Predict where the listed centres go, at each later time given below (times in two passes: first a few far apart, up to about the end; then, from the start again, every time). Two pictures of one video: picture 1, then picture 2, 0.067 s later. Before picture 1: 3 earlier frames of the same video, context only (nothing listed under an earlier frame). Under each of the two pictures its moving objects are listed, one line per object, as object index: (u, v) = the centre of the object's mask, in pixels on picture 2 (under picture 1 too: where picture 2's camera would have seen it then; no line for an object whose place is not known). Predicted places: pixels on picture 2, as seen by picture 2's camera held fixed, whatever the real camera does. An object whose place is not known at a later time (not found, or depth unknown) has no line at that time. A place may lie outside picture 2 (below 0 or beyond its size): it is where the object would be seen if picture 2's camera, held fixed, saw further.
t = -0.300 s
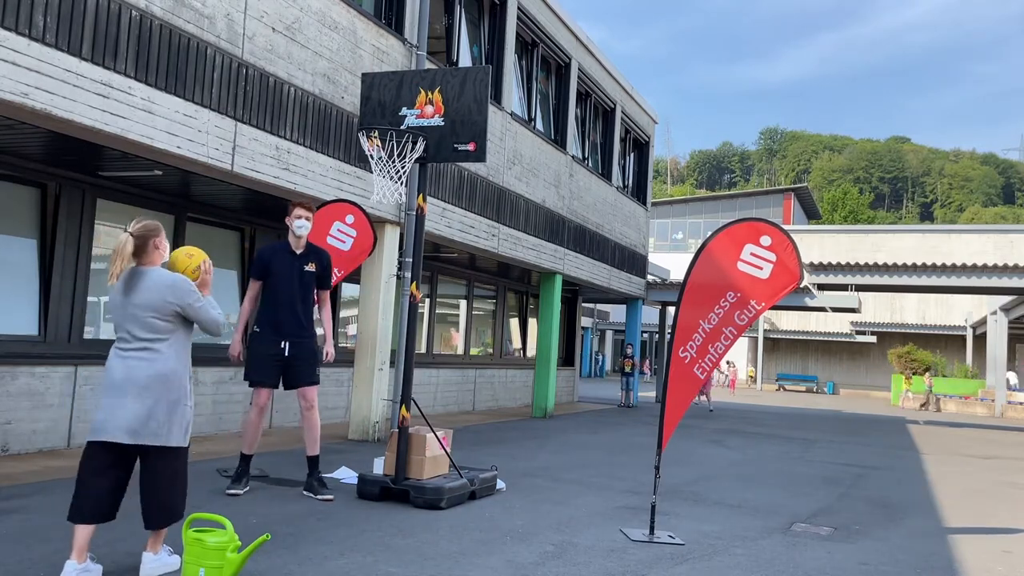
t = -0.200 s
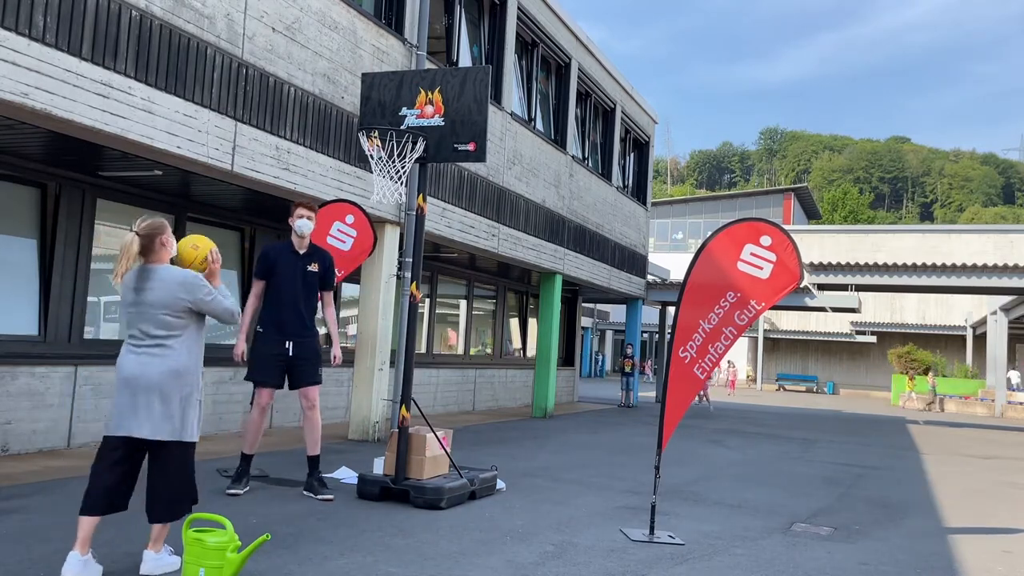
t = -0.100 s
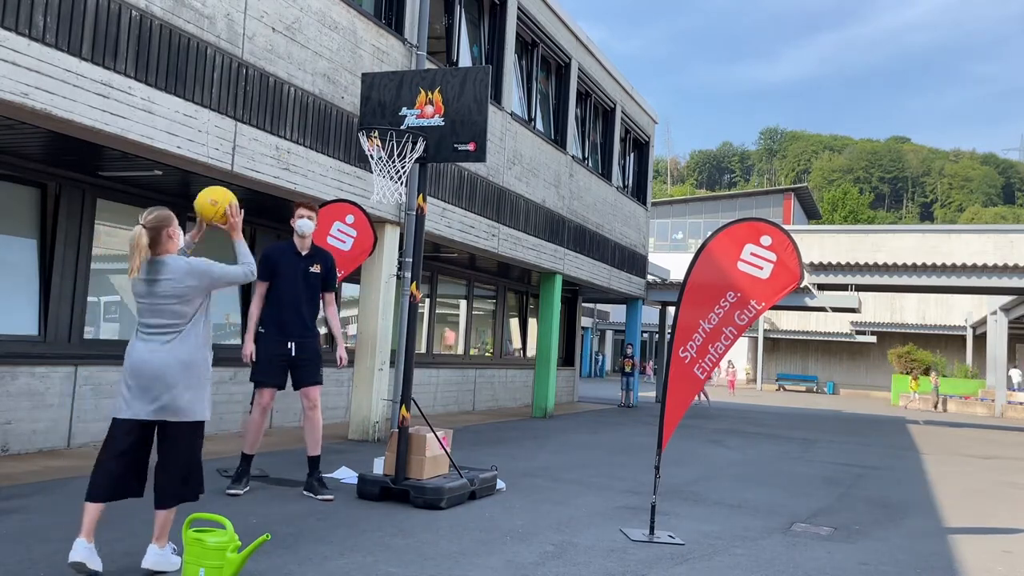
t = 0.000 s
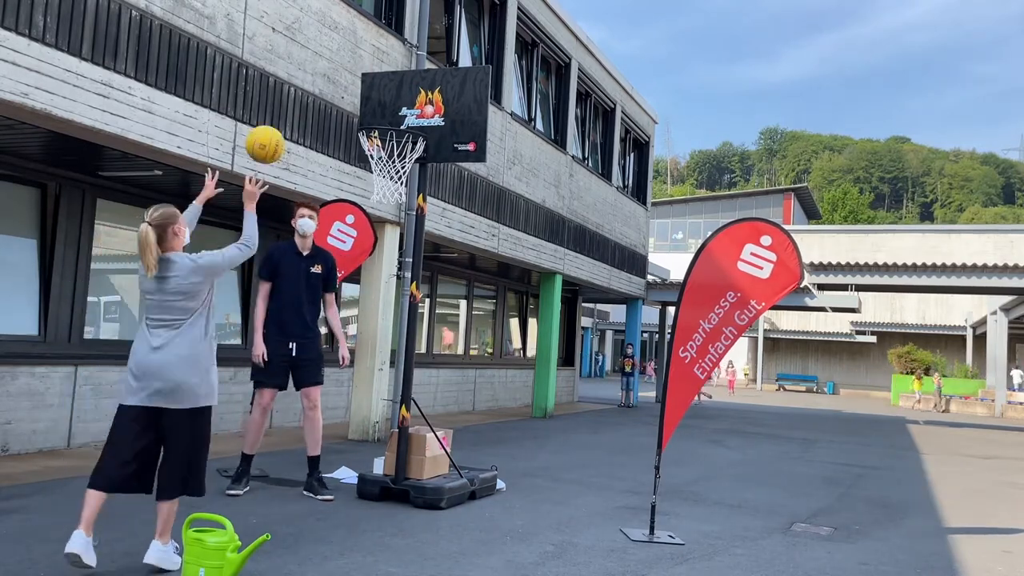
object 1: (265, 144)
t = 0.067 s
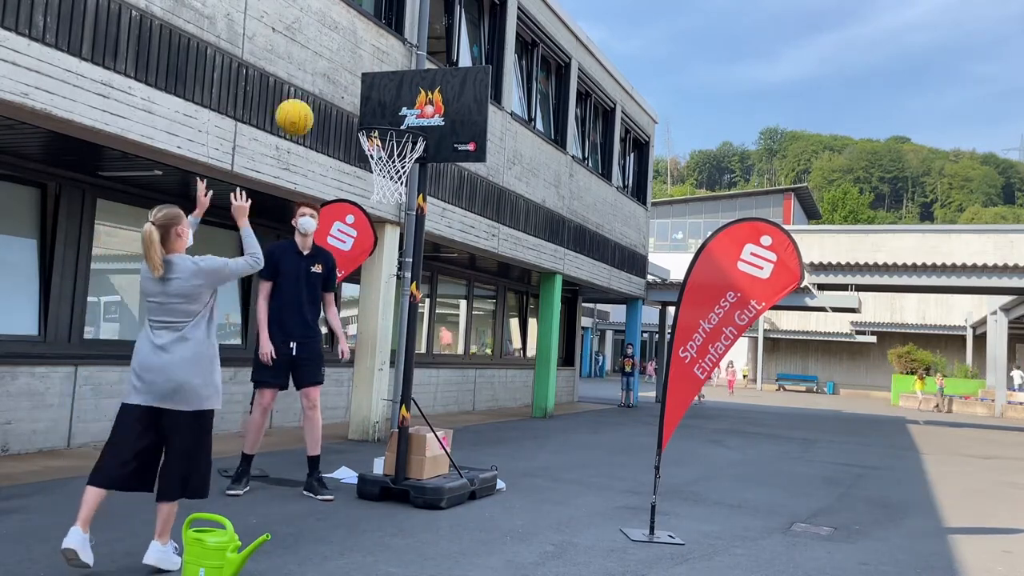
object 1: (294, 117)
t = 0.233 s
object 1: (355, 88)
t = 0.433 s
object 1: (408, 109)
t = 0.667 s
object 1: (400, 105)
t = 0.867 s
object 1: (371, 126)
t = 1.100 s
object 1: (326, 238)
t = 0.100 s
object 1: (308, 107)
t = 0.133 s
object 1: (321, 99)
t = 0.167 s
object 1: (332, 94)
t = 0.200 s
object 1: (344, 90)
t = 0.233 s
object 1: (355, 88)
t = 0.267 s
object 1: (365, 88)
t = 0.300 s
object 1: (375, 89)
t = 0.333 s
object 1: (384, 92)
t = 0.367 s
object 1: (392, 96)
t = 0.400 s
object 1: (401, 102)
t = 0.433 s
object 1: (408, 109)
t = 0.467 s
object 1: (417, 118)
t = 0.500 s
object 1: (421, 124)
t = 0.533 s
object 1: (417, 121)
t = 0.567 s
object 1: (412, 115)
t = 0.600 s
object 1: (408, 111)
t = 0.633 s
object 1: (404, 107)
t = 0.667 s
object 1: (400, 105)
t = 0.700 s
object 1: (395, 105)
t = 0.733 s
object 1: (391, 106)
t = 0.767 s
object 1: (386, 108)
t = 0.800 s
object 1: (381, 112)
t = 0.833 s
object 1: (376, 119)
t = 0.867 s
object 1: (371, 126)
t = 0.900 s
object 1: (364, 136)
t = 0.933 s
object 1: (359, 148)
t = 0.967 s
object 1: (353, 162)
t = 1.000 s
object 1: (346, 178)
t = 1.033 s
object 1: (340, 195)
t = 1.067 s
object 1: (333, 215)
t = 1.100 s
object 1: (326, 238)
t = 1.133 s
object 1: (318, 263)
